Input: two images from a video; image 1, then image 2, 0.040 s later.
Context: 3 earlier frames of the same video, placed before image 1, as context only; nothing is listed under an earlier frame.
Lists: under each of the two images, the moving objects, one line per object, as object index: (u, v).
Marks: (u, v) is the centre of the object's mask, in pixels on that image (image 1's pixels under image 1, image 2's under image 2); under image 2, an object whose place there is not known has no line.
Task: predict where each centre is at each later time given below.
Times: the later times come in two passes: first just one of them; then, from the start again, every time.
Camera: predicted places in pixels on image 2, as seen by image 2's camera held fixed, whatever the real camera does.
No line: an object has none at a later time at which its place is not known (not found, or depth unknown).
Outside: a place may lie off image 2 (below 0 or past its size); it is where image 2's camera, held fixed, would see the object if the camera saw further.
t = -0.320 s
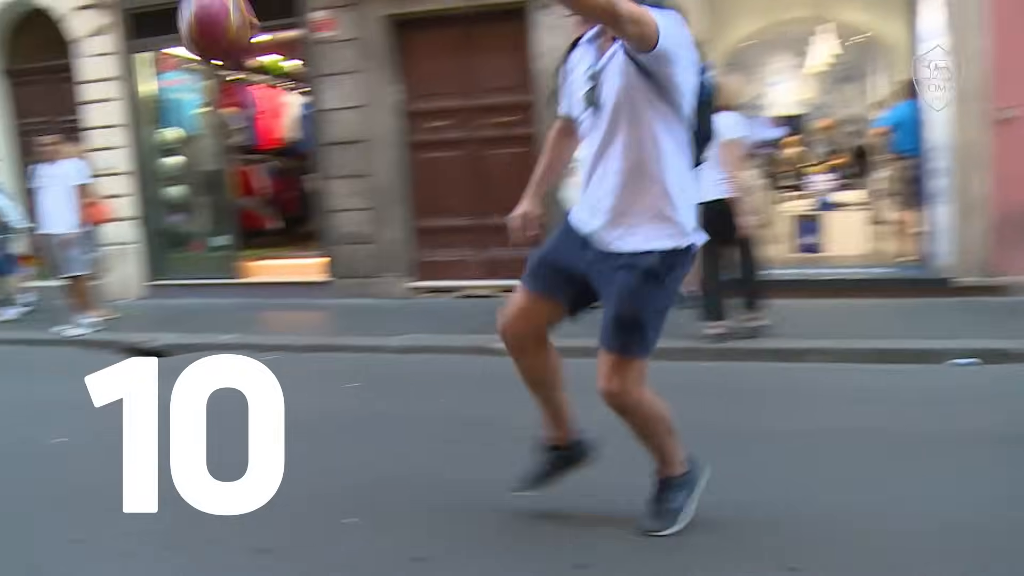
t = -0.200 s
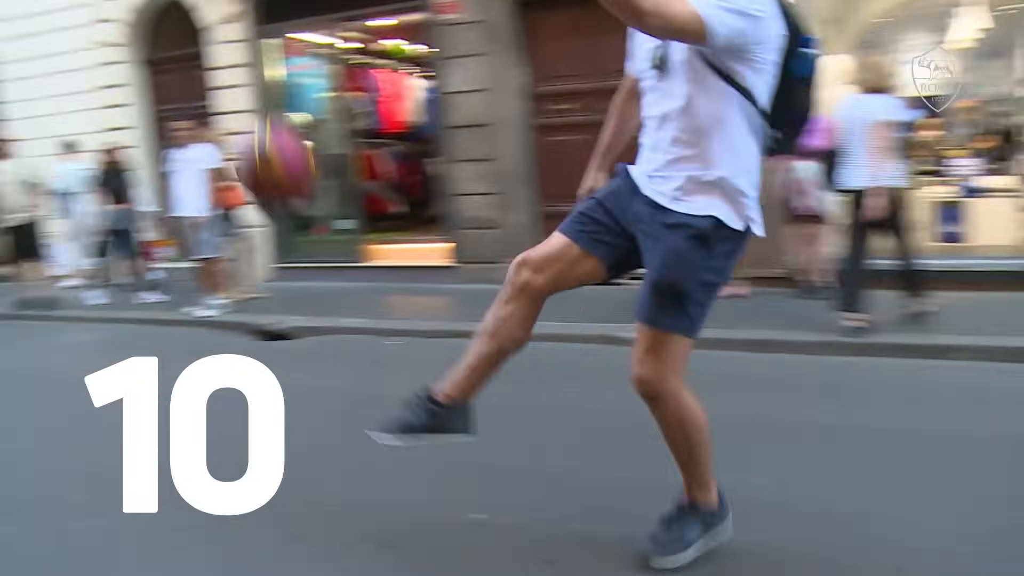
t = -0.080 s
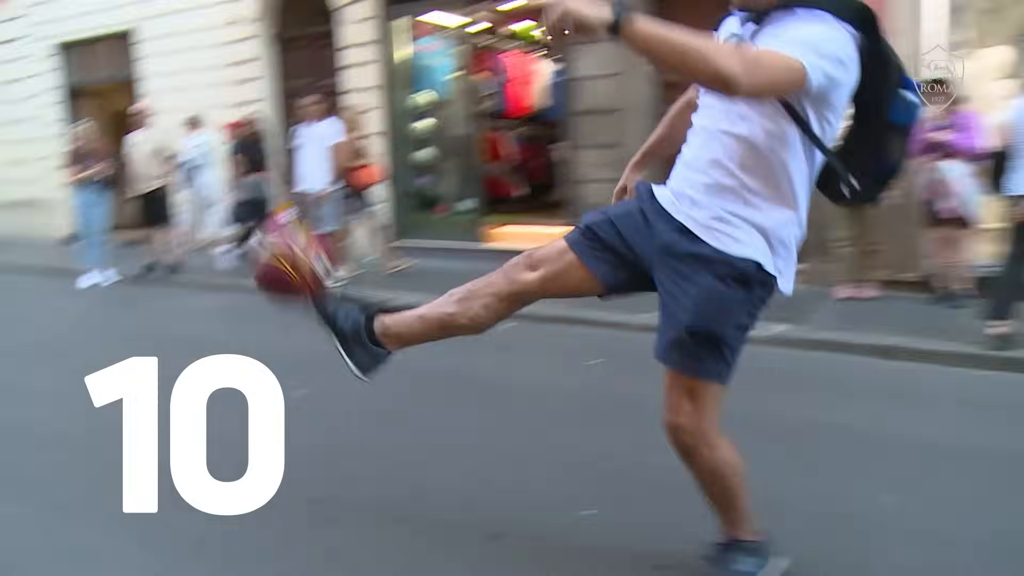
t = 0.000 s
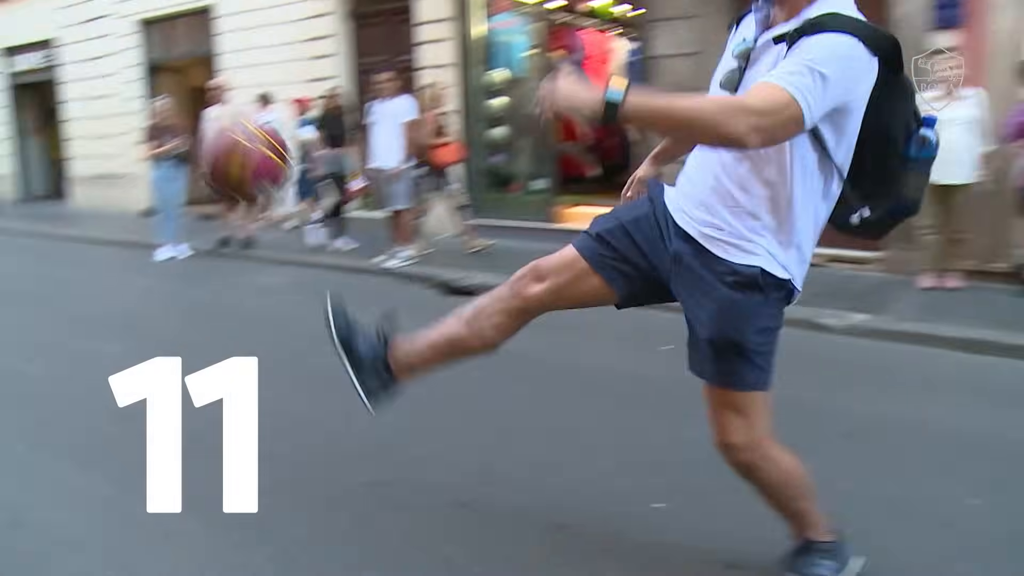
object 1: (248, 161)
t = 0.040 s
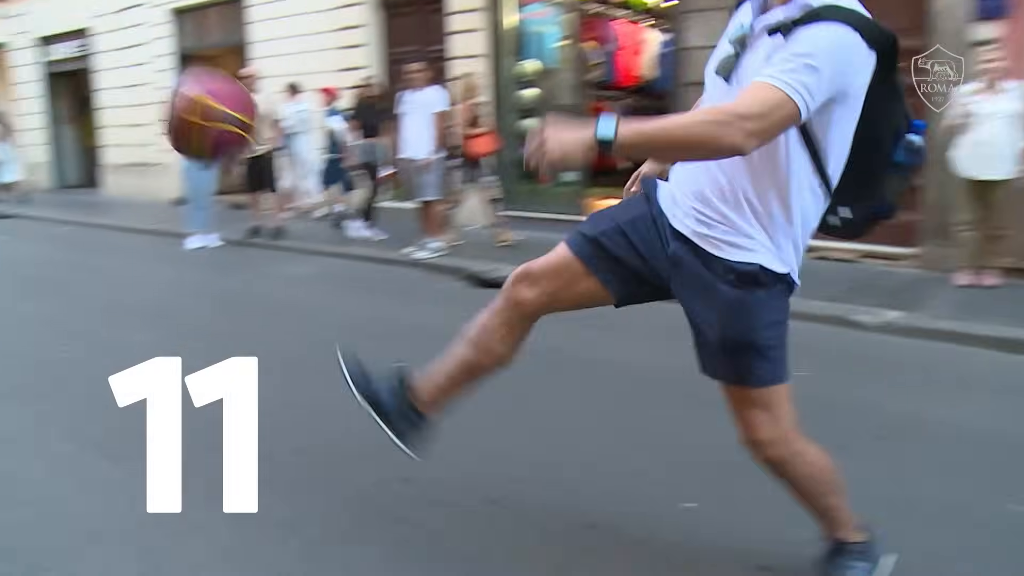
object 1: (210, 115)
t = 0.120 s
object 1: (74, 69)
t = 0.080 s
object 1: (145, 92)
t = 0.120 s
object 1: (74, 69)
